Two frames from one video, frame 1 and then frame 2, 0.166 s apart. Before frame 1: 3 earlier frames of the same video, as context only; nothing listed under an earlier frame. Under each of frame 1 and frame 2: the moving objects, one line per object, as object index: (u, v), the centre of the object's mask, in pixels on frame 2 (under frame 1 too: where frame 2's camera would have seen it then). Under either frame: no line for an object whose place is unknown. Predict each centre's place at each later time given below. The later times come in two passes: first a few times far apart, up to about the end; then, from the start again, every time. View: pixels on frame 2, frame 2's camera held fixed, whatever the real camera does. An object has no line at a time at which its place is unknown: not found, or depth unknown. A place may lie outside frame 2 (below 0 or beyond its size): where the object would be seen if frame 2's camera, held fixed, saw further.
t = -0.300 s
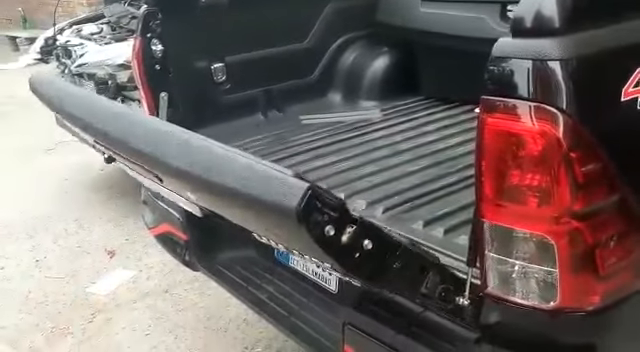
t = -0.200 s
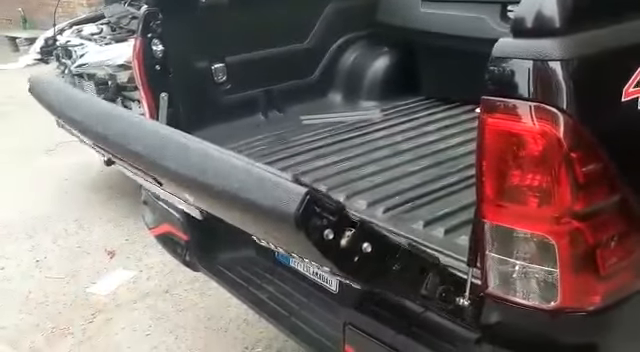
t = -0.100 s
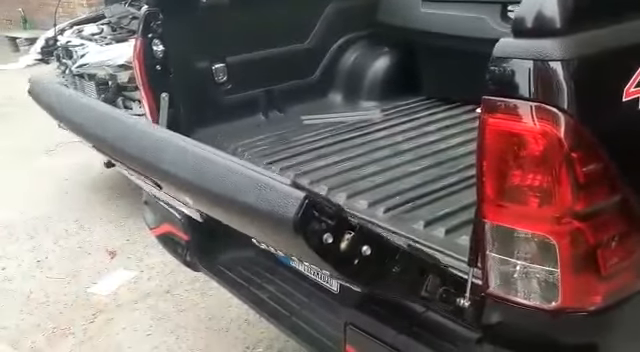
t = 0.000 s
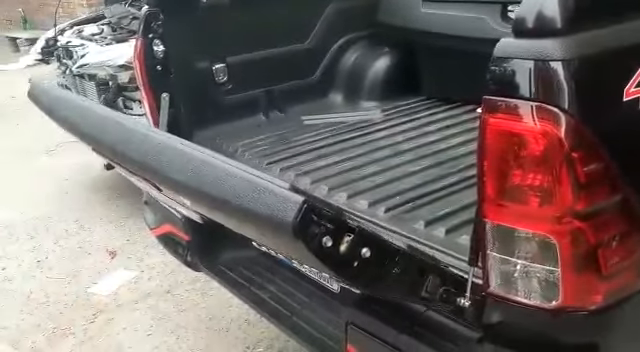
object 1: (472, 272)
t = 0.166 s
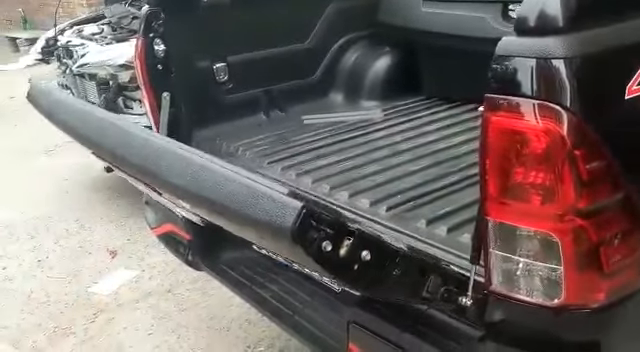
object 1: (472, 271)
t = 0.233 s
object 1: (472, 271)
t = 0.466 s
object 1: (473, 264)
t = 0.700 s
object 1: (473, 263)
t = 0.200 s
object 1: (472, 272)
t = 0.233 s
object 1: (472, 271)
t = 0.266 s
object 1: (472, 268)
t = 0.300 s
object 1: (473, 265)
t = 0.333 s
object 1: (473, 266)
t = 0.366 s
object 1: (473, 267)
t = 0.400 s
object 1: (473, 265)
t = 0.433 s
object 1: (474, 262)
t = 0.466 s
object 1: (473, 264)
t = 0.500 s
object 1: (473, 264)
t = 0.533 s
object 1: (473, 264)
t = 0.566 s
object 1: (473, 265)
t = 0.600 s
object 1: (473, 262)
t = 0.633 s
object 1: (474, 261)
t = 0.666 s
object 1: (473, 262)
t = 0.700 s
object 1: (473, 263)
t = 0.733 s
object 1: (473, 264)
